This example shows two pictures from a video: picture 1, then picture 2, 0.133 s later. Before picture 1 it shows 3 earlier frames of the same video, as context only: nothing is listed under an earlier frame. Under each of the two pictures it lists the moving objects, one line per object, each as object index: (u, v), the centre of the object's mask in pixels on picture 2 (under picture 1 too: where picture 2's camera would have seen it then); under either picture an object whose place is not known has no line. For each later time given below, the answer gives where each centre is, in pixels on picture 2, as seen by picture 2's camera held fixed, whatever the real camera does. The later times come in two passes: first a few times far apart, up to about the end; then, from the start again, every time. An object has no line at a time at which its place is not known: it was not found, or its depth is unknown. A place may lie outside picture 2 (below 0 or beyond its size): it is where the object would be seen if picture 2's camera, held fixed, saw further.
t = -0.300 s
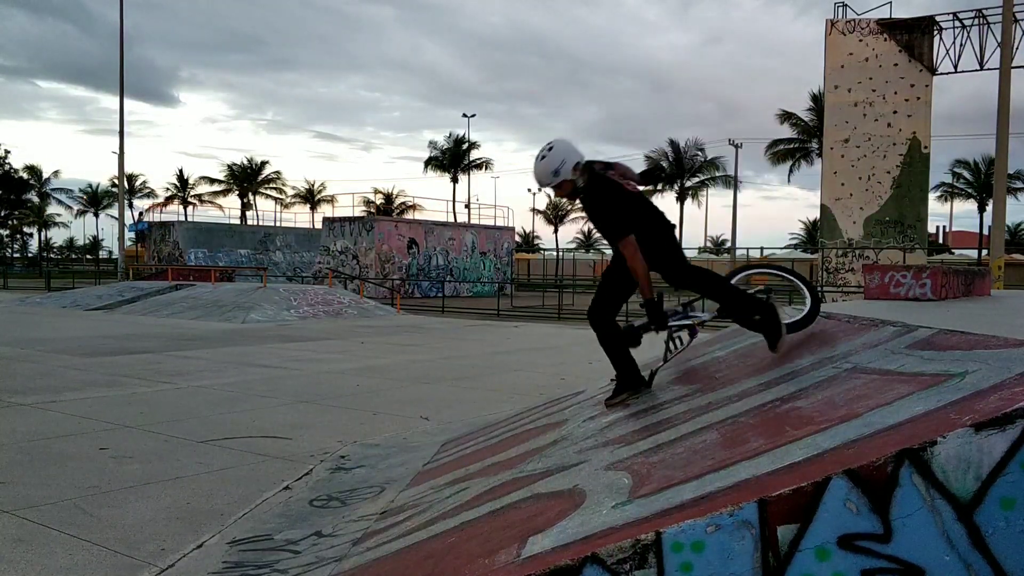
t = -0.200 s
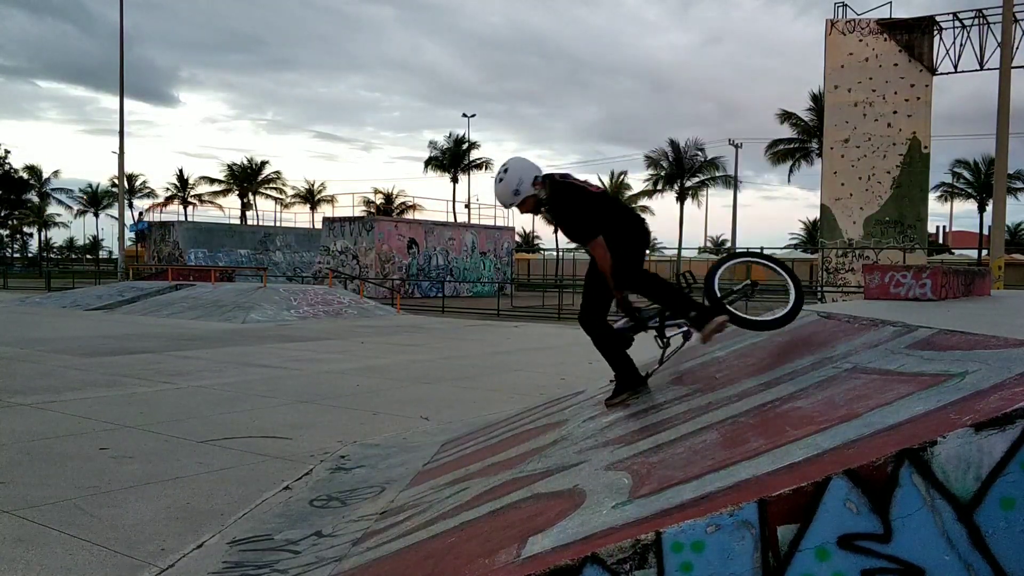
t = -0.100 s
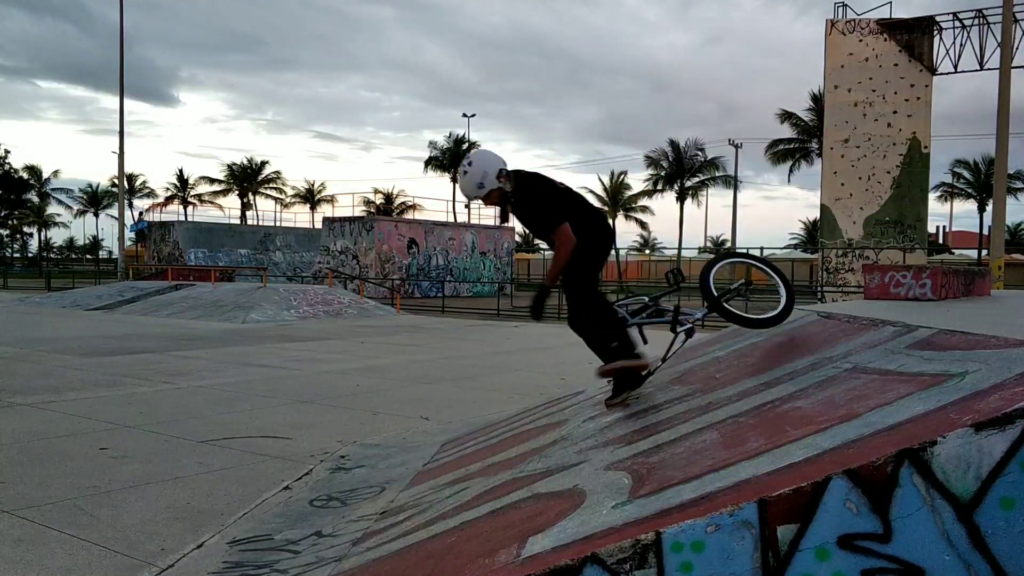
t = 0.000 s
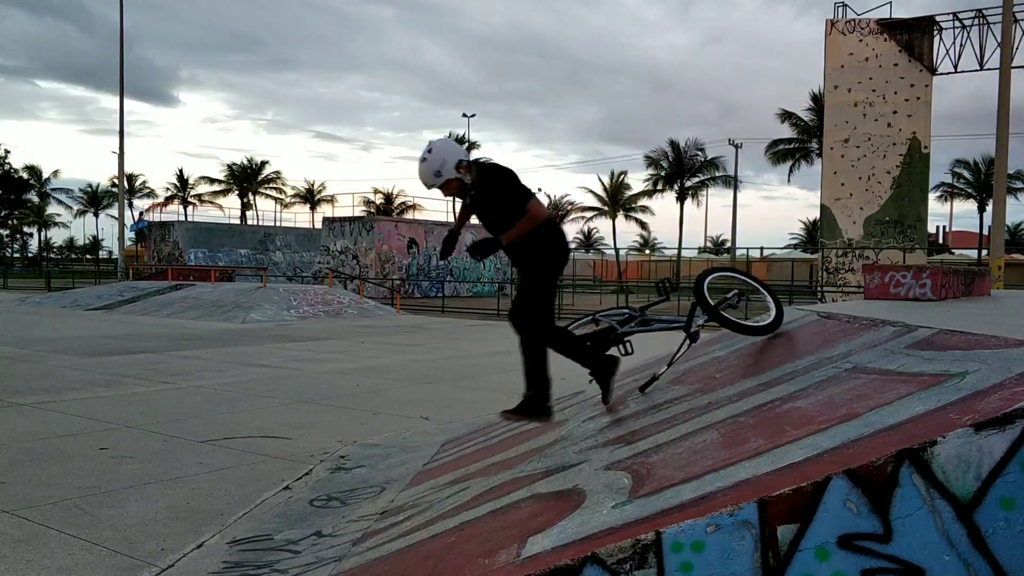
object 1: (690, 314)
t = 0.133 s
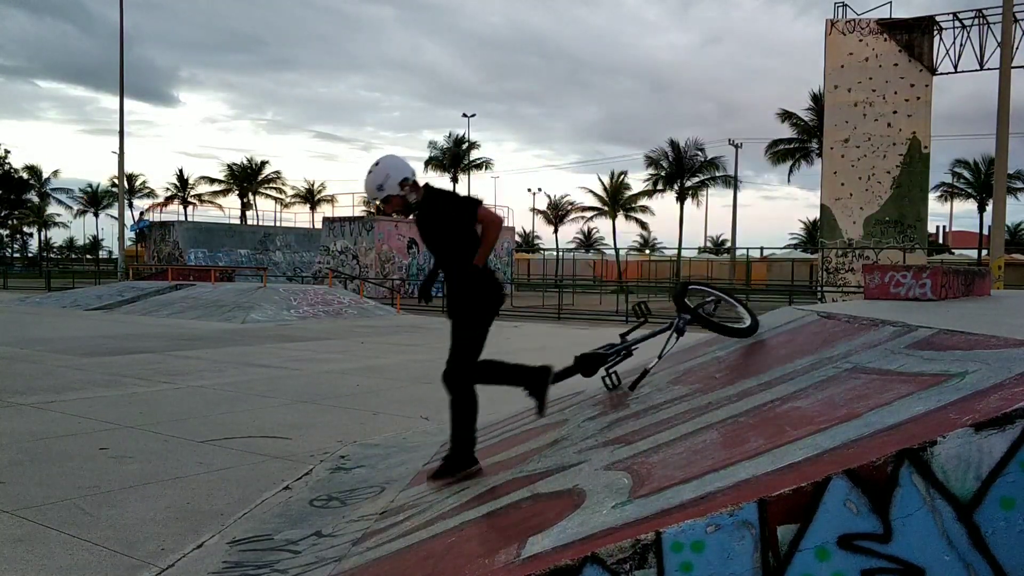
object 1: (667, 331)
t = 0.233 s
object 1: (638, 340)
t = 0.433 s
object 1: (581, 369)
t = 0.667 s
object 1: (523, 386)
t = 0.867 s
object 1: (459, 416)
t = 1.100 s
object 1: (368, 448)
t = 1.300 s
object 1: (295, 471)
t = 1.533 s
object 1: (235, 473)
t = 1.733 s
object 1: (211, 474)
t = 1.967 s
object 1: (205, 475)
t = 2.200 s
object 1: (204, 475)
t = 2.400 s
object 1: (204, 475)
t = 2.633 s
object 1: (204, 475)
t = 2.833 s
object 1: (204, 475)
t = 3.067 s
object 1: (204, 475)
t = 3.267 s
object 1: (204, 475)
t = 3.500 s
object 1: (204, 475)
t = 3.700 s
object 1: (204, 475)
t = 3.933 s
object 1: (204, 475)
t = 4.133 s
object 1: (204, 475)
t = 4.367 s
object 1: (204, 475)
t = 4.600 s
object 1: (204, 475)
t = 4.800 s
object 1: (204, 475)
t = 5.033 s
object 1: (204, 475)
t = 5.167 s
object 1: (204, 475)
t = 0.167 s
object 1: (657, 333)
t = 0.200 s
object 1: (648, 336)
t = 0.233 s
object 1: (638, 340)
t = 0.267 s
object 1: (626, 343)
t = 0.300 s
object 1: (609, 347)
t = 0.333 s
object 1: (600, 351)
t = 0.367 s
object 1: (593, 357)
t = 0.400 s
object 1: (588, 366)
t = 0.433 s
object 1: (581, 369)
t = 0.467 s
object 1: (573, 369)
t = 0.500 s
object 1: (564, 370)
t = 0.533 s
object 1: (555, 372)
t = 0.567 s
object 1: (547, 376)
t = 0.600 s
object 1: (538, 380)
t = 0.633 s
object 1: (532, 382)
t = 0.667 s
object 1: (523, 386)
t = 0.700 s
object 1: (513, 392)
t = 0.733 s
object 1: (503, 395)
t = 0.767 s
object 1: (495, 405)
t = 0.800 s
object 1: (479, 415)
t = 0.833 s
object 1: (473, 408)
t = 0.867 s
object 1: (459, 416)
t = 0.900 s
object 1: (441, 420)
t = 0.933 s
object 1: (426, 426)
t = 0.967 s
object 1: (411, 432)
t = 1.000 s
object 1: (399, 438)
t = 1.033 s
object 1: (389, 443)
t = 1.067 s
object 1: (379, 447)
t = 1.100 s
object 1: (368, 448)
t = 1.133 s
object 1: (356, 451)
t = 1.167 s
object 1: (345, 456)
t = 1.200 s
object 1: (333, 463)
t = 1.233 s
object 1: (320, 465)
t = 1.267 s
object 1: (307, 468)
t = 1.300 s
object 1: (295, 471)
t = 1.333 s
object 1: (284, 472)
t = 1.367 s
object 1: (275, 472)
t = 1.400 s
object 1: (266, 473)
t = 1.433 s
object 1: (258, 474)
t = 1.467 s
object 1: (248, 474)
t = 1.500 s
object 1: (243, 475)
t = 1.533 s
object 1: (235, 473)
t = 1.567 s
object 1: (230, 472)
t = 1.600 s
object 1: (226, 473)
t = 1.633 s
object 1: (222, 475)
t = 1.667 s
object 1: (218, 475)
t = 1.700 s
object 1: (215, 475)
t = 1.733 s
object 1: (211, 474)
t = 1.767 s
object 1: (209, 474)
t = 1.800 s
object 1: (208, 475)
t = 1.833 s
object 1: (207, 475)
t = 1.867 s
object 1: (207, 475)
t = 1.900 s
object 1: (206, 475)
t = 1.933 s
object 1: (206, 475)
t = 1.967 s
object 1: (205, 475)
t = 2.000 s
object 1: (204, 475)
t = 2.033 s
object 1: (204, 475)
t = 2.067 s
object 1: (204, 475)
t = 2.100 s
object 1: (204, 475)
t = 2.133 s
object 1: (204, 475)
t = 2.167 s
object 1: (204, 475)
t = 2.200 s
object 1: (204, 475)
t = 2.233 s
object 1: (204, 475)
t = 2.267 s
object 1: (204, 475)
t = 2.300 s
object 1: (204, 475)
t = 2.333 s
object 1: (204, 475)
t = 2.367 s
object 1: (204, 475)
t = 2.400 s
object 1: (204, 475)
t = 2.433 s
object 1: (204, 475)
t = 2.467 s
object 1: (204, 475)
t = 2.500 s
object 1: (204, 475)
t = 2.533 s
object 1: (204, 475)
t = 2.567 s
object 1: (204, 475)
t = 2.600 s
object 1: (204, 475)
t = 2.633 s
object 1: (204, 475)
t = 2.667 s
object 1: (204, 475)
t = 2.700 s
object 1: (204, 475)
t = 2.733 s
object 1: (204, 475)
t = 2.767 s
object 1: (204, 475)
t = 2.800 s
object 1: (204, 475)
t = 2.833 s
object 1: (204, 475)
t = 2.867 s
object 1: (204, 475)
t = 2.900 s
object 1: (204, 475)
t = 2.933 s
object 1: (204, 475)
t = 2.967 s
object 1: (204, 475)
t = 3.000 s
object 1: (204, 475)
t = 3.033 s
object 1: (204, 475)
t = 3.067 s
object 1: (204, 475)
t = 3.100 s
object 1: (204, 475)
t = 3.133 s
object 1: (204, 475)
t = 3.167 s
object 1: (204, 475)
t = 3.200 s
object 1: (204, 475)
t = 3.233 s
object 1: (204, 475)
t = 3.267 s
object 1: (204, 475)
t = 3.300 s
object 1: (204, 475)
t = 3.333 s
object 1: (204, 475)
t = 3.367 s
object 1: (204, 475)
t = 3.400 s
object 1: (204, 475)
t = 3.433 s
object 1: (204, 475)
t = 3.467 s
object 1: (204, 475)
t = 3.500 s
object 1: (204, 475)
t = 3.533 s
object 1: (204, 475)
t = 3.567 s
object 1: (204, 475)
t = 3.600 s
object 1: (204, 475)
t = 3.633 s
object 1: (204, 475)
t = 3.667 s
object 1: (204, 475)
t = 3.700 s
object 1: (204, 475)
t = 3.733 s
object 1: (204, 475)
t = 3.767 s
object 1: (204, 475)
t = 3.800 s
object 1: (204, 475)
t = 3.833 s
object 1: (204, 475)
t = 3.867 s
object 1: (204, 475)
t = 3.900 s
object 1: (204, 475)
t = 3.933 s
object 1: (204, 475)
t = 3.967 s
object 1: (204, 475)
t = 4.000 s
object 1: (204, 475)
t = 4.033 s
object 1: (204, 475)
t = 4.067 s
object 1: (204, 475)
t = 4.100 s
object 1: (204, 475)
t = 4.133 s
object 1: (204, 475)
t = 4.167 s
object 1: (204, 475)
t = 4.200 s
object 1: (204, 475)
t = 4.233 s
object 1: (204, 475)
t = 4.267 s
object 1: (204, 475)
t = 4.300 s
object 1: (204, 475)
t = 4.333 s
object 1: (204, 475)
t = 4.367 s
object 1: (204, 475)
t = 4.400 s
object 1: (204, 475)
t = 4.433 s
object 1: (204, 475)
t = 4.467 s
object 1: (204, 475)
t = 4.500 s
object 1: (204, 475)
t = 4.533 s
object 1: (204, 475)
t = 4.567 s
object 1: (204, 475)
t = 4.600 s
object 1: (204, 475)
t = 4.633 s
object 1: (204, 475)
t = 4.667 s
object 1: (204, 475)
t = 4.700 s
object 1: (204, 475)
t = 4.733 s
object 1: (204, 475)
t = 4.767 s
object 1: (204, 475)
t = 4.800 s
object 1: (204, 475)
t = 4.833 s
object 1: (204, 475)
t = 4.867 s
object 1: (204, 475)
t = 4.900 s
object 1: (204, 475)
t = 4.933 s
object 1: (204, 475)
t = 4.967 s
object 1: (204, 475)
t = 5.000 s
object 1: (204, 475)
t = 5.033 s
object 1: (204, 475)
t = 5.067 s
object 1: (204, 475)
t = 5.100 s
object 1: (204, 475)
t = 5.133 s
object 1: (204, 475)
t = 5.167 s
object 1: (204, 475)
